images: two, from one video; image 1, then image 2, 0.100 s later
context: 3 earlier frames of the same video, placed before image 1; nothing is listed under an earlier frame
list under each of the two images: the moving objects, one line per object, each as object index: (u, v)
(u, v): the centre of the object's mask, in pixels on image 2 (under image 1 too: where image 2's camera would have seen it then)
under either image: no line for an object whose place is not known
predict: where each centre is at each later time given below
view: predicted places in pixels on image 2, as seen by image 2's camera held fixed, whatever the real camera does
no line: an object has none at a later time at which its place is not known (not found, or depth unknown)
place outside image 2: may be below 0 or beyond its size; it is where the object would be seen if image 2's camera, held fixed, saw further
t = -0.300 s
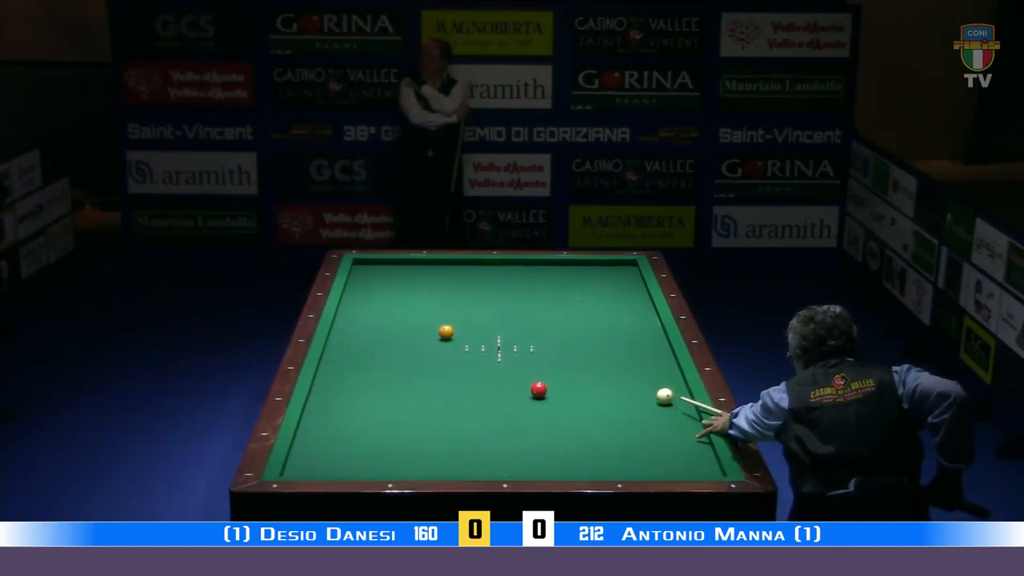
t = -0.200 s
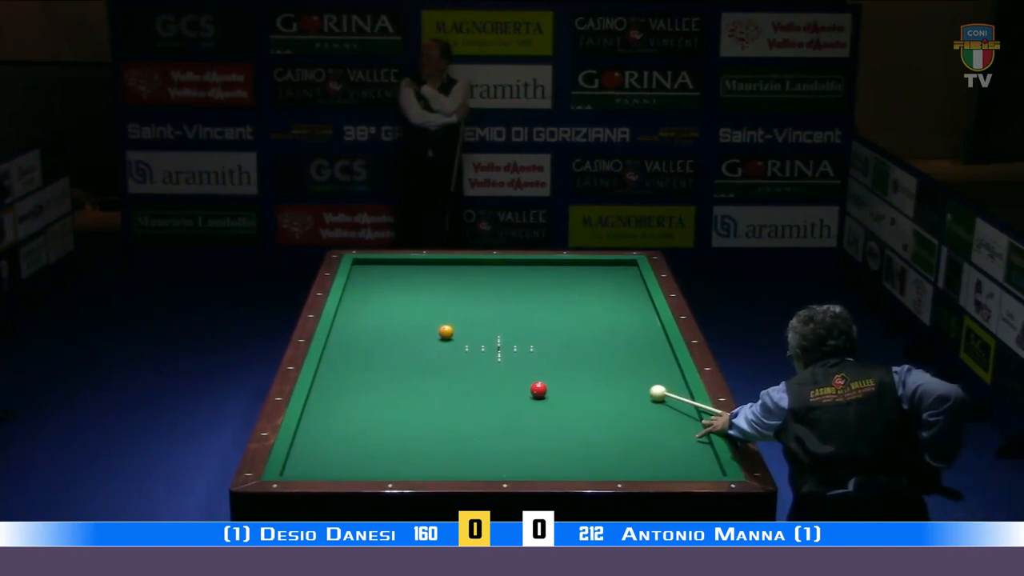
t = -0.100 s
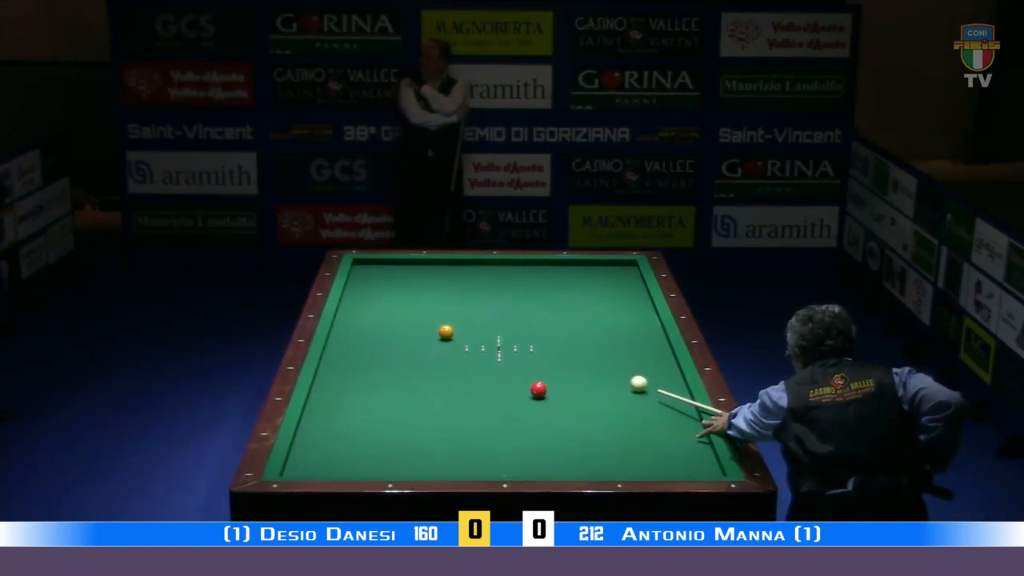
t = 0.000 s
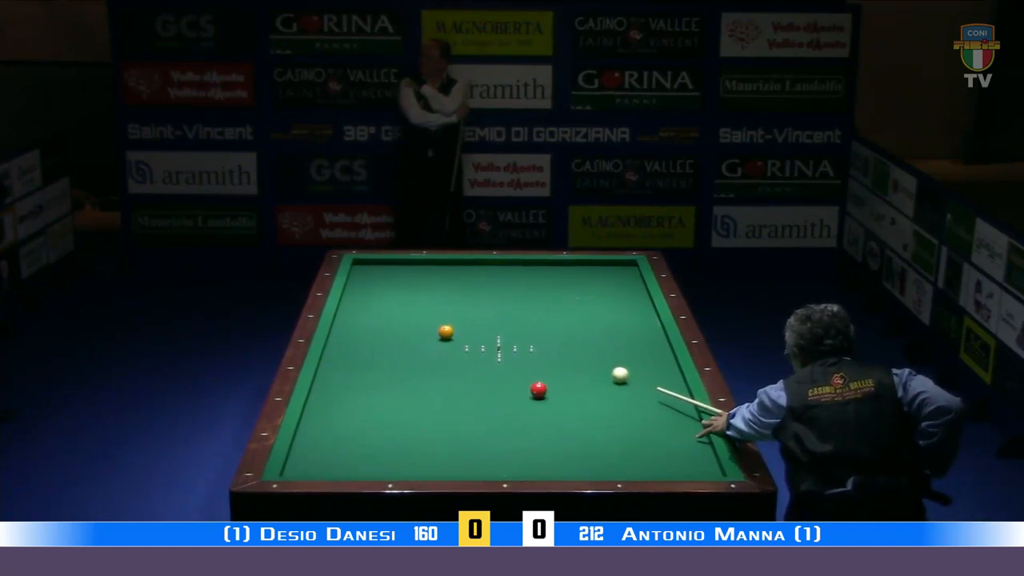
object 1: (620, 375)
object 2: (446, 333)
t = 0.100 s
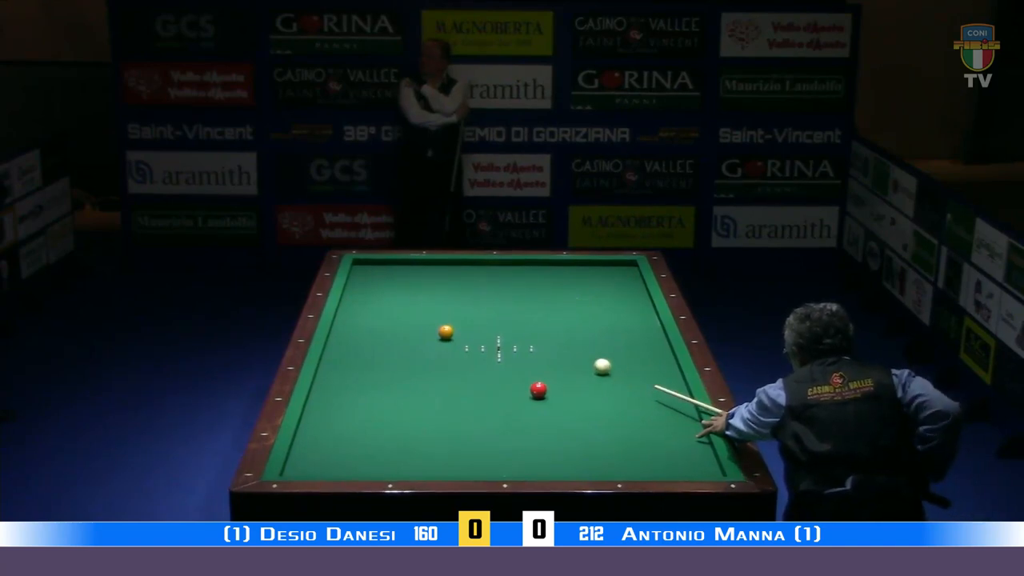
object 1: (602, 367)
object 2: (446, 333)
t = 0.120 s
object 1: (599, 365)
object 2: (446, 333)
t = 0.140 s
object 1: (595, 363)
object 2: (446, 333)
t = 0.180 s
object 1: (588, 360)
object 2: (446, 333)
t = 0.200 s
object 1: (585, 358)
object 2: (446, 333)
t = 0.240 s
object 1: (578, 355)
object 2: (446, 333)
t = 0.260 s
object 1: (575, 353)
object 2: (446, 333)
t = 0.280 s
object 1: (571, 352)
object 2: (446, 332)
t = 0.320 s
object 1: (565, 349)
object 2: (446, 333)
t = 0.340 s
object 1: (562, 347)
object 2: (446, 333)
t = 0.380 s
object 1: (555, 344)
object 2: (446, 332)
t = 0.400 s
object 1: (552, 343)
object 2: (446, 333)
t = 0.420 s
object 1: (549, 341)
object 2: (446, 333)
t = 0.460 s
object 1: (543, 338)
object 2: (446, 333)
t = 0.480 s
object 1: (540, 336)
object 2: (446, 332)
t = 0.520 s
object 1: (534, 334)
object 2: (446, 333)
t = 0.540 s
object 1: (531, 332)
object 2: (446, 332)
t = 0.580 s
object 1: (525, 329)
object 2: (446, 332)
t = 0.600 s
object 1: (522, 328)
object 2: (446, 333)
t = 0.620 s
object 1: (519, 327)
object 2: (446, 333)
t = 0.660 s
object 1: (513, 324)
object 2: (446, 333)
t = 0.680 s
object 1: (511, 323)
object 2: (446, 333)
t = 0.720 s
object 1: (505, 320)
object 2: (446, 333)
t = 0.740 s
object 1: (502, 319)
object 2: (446, 333)
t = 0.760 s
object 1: (499, 317)
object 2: (446, 333)
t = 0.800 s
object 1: (494, 315)
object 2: (446, 333)
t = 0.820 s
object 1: (491, 313)
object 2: (446, 333)
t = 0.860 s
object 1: (486, 311)
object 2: (446, 333)
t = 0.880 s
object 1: (484, 309)
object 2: (446, 333)
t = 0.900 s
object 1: (481, 308)
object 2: (446, 333)
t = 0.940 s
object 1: (475, 306)
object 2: (446, 333)
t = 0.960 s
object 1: (473, 304)
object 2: (446, 333)
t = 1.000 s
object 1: (468, 302)
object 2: (446, 333)
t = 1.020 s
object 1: (465, 301)
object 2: (446, 333)
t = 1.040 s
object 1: (463, 299)
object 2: (446, 333)
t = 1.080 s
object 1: (458, 297)
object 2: (446, 333)
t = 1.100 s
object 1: (456, 296)
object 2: (446, 333)
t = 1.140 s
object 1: (451, 294)
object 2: (446, 333)
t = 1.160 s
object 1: (448, 292)
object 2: (446, 333)
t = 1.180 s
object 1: (446, 291)
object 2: (446, 333)
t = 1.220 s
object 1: (441, 289)
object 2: (446, 333)
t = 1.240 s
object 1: (438, 288)
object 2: (446, 333)
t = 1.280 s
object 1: (434, 286)
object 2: (446, 333)
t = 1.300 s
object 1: (431, 285)
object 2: (446, 333)
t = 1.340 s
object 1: (427, 282)
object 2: (446, 333)
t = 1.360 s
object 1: (424, 281)
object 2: (446, 333)
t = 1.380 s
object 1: (422, 280)
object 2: (446, 333)
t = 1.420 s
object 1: (418, 278)
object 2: (446, 333)
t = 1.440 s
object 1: (415, 277)
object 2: (446, 332)
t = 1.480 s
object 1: (411, 275)
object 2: (446, 333)
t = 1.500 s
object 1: (409, 274)
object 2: (446, 333)
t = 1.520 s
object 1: (407, 273)
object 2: (446, 333)
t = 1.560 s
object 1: (402, 271)
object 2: (446, 333)
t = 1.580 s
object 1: (400, 269)
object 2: (446, 332)
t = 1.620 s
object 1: (396, 268)
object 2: (446, 333)
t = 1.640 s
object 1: (394, 266)
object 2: (446, 332)
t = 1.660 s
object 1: (392, 266)
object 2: (446, 333)
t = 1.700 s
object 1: (388, 263)
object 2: (446, 333)
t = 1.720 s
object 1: (386, 263)
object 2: (446, 333)
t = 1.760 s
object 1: (382, 261)
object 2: (446, 333)
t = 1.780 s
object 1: (380, 262)
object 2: (446, 332)
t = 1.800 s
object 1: (379, 262)
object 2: (446, 333)
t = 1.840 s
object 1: (375, 264)
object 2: (446, 332)
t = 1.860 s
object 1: (373, 264)
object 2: (446, 333)
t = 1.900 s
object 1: (370, 266)
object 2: (446, 333)
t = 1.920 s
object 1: (368, 267)
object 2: (446, 333)
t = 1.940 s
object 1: (366, 267)
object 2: (446, 332)
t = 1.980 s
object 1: (363, 268)
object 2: (446, 333)
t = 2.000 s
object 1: (361, 268)
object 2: (446, 332)
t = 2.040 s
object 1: (357, 270)
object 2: (446, 332)
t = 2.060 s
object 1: (356, 270)
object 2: (446, 333)
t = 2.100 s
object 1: (356, 271)
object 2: (446, 332)
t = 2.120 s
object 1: (357, 272)
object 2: (446, 333)
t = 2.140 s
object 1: (358, 272)
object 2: (446, 332)
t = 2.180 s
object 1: (359, 273)
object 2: (446, 333)
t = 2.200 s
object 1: (360, 273)
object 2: (446, 333)
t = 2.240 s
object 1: (362, 275)
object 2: (446, 332)
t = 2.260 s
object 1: (362, 275)
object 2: (446, 332)
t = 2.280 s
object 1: (363, 276)
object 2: (446, 333)
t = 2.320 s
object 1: (365, 277)
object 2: (446, 333)
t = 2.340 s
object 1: (365, 277)
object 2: (446, 332)
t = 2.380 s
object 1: (367, 278)
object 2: (446, 333)
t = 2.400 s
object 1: (368, 279)
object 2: (446, 332)
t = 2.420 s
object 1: (368, 279)
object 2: (446, 333)
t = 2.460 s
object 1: (370, 280)
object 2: (446, 332)
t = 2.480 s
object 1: (371, 281)
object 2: (446, 333)
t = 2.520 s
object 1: (373, 282)
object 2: (446, 333)
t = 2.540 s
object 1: (373, 282)
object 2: (446, 333)
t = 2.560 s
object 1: (374, 283)
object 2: (446, 333)
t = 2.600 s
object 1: (376, 284)
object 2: (446, 333)
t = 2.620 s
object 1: (377, 284)
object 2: (446, 333)
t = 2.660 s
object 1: (378, 285)
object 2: (446, 332)
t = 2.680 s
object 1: (379, 286)
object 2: (446, 333)
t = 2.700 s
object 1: (380, 286)
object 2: (446, 332)
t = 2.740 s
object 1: (381, 287)
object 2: (446, 333)
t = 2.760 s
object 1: (382, 288)
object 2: (446, 333)
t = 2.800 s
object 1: (384, 289)
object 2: (446, 332)
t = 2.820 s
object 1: (385, 289)
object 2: (446, 333)
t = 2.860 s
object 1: (386, 290)
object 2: (446, 332)
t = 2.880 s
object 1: (387, 291)
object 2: (446, 332)
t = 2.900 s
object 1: (388, 291)
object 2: (446, 332)
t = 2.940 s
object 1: (389, 292)
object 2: (446, 332)
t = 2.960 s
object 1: (390, 293)
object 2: (446, 332)
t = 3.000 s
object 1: (392, 294)
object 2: (446, 332)
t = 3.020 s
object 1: (392, 294)
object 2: (446, 333)
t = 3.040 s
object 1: (393, 295)
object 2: (446, 332)
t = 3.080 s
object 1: (395, 296)
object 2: (446, 332)
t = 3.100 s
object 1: (396, 296)
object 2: (446, 332)
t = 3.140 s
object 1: (397, 297)
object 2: (446, 332)
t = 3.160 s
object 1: (398, 298)
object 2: (446, 332)
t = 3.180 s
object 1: (399, 299)
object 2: (446, 332)
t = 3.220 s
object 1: (400, 300)
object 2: (446, 333)
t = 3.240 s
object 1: (401, 300)
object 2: (446, 332)
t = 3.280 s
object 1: (403, 301)
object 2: (446, 333)
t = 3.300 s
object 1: (404, 301)
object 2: (446, 332)
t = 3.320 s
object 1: (404, 302)
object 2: (446, 333)
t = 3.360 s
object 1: (406, 303)
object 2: (446, 333)
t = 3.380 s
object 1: (407, 304)
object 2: (446, 333)
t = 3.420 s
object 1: (408, 305)
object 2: (446, 333)
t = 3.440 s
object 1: (409, 305)
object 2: (446, 333)
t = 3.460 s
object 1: (410, 306)
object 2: (446, 333)
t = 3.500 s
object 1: (412, 306)
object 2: (446, 333)
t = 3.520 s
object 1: (412, 307)
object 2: (446, 333)
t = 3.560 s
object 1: (414, 308)
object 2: (446, 332)
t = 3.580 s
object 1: (415, 309)
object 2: (446, 333)
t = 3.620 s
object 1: (416, 309)
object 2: (446, 333)
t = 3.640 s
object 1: (417, 310)
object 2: (446, 333)
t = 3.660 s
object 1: (418, 311)
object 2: (446, 332)
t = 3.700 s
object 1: (420, 312)
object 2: (446, 333)
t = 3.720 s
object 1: (421, 312)
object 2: (446, 333)
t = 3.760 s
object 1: (422, 313)
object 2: (446, 332)
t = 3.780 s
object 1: (423, 314)
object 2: (446, 333)
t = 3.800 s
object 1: (424, 314)
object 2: (446, 333)
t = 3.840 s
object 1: (425, 315)
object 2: (446, 333)
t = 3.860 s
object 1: (426, 316)
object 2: (446, 333)
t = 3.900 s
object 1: (428, 317)
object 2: (446, 333)
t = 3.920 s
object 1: (429, 317)
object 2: (446, 333)
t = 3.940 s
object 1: (429, 318)
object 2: (446, 333)
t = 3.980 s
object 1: (431, 319)
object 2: (446, 333)
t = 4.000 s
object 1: (432, 319)
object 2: (446, 333)
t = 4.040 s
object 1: (433, 320)
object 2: (446, 333)
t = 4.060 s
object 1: (434, 321)
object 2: (446, 333)
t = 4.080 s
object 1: (435, 321)
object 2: (446, 333)
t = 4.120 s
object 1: (436, 322)
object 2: (446, 333)
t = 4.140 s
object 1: (437, 322)
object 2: (446, 333)
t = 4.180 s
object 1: (438, 323)
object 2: (446, 333)
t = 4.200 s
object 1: (439, 323)
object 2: (446, 333)
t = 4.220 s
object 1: (439, 323)
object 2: (446, 333)
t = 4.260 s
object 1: (441, 323)
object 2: (446, 333)
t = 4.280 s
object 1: (442, 323)
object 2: (446, 333)
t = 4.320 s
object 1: (443, 324)
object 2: (446, 333)
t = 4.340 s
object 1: (444, 324)
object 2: (446, 333)
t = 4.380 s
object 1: (447, 324)
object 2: (446, 333)
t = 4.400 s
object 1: (449, 324)
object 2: (446, 334)
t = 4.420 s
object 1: (450, 324)
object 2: (446, 334)
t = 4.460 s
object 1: (452, 325)
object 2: (445, 334)
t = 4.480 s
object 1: (453, 325)
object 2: (445, 334)
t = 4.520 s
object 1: (455, 326)
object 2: (445, 335)
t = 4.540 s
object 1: (456, 327)
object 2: (445, 336)
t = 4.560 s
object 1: (457, 327)
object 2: (445, 336)
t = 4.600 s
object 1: (458, 328)
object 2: (444, 337)
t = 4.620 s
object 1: (458, 328)
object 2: (444, 337)
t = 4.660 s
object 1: (461, 328)
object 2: (444, 337)
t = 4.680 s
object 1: (461, 329)
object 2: (443, 338)
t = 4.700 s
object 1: (463, 329)
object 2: (443, 338)
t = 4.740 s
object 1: (464, 329)
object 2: (443, 338)
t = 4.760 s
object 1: (465, 329)
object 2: (443, 339)
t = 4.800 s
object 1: (467, 329)
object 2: (443, 339)
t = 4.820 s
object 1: (467, 329)
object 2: (442, 339)
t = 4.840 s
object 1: (468, 330)
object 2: (442, 340)
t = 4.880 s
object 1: (470, 330)
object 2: (442, 340)
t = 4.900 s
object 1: (471, 330)
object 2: (442, 341)
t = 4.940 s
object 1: (472, 331)
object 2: (441, 341)
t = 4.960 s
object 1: (474, 330)
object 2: (441, 341)
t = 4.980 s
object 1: (474, 330)
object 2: (441, 341)
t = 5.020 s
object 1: (476, 331)
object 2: (441, 342)
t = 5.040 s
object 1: (477, 331)
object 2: (441, 342)
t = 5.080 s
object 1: (478, 331)
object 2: (441, 343)
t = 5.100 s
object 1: (479, 331)
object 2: (440, 343)
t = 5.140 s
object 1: (481, 331)
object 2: (440, 344)
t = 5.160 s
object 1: (482, 331)
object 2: (440, 344)
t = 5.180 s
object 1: (483, 331)
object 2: (440, 344)
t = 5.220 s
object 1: (484, 332)
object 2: (440, 344)
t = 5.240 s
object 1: (485, 332)
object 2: (439, 345)
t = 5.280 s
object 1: (487, 331)
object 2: (439, 345)
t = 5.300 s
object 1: (487, 332)
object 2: (439, 346)
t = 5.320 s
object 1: (488, 332)
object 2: (439, 346)
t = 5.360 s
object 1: (489, 332)
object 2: (439, 346)
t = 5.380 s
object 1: (490, 332)
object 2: (439, 346)
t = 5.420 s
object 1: (492, 332)
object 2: (439, 347)
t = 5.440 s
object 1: (492, 332)
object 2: (438, 347)
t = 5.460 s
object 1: (493, 332)
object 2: (438, 347)
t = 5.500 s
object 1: (494, 332)
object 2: (438, 348)
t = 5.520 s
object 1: (495, 332)
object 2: (438, 348)
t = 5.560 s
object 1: (497, 332)
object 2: (438, 349)
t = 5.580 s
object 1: (498, 332)
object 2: (438, 349)
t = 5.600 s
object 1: (498, 332)
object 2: (437, 349)
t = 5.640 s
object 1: (500, 333)
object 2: (437, 349)
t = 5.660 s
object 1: (501, 333)
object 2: (437, 350)
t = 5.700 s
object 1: (503, 333)
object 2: (437, 350)
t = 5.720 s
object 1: (503, 333)
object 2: (437, 350)
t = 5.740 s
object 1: (504, 333)
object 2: (436, 350)
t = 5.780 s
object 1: (505, 333)
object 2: (436, 351)
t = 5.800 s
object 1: (506, 333)
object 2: (436, 351)
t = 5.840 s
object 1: (507, 333)
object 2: (436, 351)
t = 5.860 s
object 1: (508, 334)
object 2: (436, 352)
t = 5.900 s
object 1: (509, 334)
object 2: (436, 352)
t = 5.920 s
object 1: (510, 334)
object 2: (435, 353)
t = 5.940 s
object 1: (510, 334)
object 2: (435, 353)
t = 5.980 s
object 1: (512, 334)
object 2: (435, 353)
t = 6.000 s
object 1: (513, 334)
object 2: (435, 353)
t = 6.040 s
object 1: (514, 334)
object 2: (435, 353)
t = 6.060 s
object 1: (515, 334)
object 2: (435, 354)
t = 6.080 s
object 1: (515, 334)
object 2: (435, 354)
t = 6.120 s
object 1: (516, 335)
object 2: (435, 354)
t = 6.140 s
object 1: (517, 335)
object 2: (435, 355)
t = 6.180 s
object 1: (518, 335)
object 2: (434, 355)
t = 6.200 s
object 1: (519, 335)
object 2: (434, 355)
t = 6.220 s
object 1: (520, 335)
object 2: (434, 355)
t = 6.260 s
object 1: (521, 335)
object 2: (434, 356)
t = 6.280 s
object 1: (521, 335)
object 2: (434, 356)
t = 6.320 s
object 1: (523, 335)
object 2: (434, 356)
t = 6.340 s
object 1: (523, 335)
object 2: (434, 356)
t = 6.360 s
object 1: (524, 335)
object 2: (434, 357)
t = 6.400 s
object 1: (525, 335)
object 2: (434, 357)
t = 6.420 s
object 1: (526, 335)
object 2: (434, 357)
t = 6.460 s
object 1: (527, 335)
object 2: (434, 358)
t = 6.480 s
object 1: (528, 335)
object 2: (434, 358)
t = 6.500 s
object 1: (528, 336)
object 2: (433, 358)
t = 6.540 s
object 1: (529, 336)
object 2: (433, 358)
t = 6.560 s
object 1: (530, 336)
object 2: (433, 358)
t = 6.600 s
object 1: (531, 336)
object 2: (433, 359)
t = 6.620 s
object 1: (532, 336)
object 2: (433, 359)
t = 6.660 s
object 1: (533, 336)
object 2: (433, 360)
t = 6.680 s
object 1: (534, 336)
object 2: (433, 360)
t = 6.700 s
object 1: (534, 336)
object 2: (433, 360)
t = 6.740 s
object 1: (535, 336)
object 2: (433, 360)
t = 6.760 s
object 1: (535, 336)
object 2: (433, 360)
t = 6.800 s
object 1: (536, 336)
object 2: (433, 361)
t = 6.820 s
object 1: (537, 336)
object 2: (433, 361)
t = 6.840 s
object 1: (538, 336)
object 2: (433, 361)
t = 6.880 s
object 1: (539, 336)
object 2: (433, 361)
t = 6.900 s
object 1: (539, 336)
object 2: (433, 361)
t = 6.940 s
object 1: (540, 336)
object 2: (433, 362)
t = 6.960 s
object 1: (540, 337)
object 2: (433, 362)
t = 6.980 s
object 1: (541, 337)
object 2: (433, 362)
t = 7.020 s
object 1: (542, 337)
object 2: (433, 362)
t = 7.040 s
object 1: (543, 337)
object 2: (433, 362)
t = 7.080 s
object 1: (544, 337)
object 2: (433, 362)
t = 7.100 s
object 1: (544, 337)
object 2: (433, 363)
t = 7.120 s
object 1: (545, 337)
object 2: (433, 363)
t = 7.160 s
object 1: (545, 337)
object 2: (433, 363)
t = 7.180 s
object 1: (546, 337)
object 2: (433, 363)
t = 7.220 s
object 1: (547, 337)
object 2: (433, 364)
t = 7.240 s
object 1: (547, 337)
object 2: (433, 363)
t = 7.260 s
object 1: (547, 337)
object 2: (433, 364)
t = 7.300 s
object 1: (549, 337)
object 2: (433, 364)
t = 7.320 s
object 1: (549, 337)
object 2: (433, 364)
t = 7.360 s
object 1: (550, 337)
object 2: (433, 364)
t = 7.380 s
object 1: (550, 337)
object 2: (433, 365)
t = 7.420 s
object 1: (551, 337)
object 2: (433, 365)
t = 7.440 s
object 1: (552, 337)
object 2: (433, 365)
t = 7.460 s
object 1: (552, 337)
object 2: (433, 365)
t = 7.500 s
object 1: (553, 337)
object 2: (433, 365)
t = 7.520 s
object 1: (553, 338)
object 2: (433, 365)
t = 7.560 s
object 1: (554, 338)
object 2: (433, 366)
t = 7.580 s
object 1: (554, 338)
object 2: (433, 366)
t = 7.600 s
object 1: (555, 338)
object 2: (433, 366)
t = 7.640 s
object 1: (555, 338)
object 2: (433, 366)
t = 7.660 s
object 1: (556, 338)
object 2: (433, 366)
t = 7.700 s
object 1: (556, 338)
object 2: (433, 366)
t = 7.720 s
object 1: (557, 338)
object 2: (433, 366)
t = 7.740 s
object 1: (557, 338)
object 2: (433, 367)
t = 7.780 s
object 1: (558, 338)
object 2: (433, 367)
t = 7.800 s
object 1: (558, 338)
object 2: (433, 367)
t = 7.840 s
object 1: (559, 338)
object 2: (433, 367)
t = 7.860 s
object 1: (559, 338)
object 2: (433, 367)
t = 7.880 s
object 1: (560, 338)
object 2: (433, 367)
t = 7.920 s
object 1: (560, 338)
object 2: (433, 368)
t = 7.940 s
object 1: (560, 338)
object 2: (433, 368)
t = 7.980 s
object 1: (561, 338)
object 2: (434, 368)
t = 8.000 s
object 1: (561, 338)
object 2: (433, 368)
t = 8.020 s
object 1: (562, 338)
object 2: (433, 368)
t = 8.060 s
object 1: (562, 338)
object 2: (434, 368)
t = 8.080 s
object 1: (563, 338)
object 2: (434, 368)
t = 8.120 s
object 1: (563, 338)
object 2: (434, 368)
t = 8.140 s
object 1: (563, 338)
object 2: (434, 368)
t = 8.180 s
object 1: (564, 338)
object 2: (434, 368)
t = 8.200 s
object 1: (564, 338)
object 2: (434, 369)
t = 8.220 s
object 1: (564, 339)
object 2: (434, 369)
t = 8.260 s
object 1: (565, 339)
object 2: (434, 369)
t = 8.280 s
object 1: (565, 339)
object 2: (434, 369)
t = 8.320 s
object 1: (566, 339)
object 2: (434, 369)
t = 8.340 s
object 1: (566, 339)
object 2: (434, 369)
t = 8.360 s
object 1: (566, 339)
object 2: (434, 369)
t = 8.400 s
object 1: (567, 339)
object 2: (434, 369)
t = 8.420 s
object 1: (567, 339)
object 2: (434, 369)
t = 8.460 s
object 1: (567, 339)
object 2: (434, 369)
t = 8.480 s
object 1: (568, 339)
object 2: (434, 369)
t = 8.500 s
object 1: (568, 339)
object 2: (434, 369)
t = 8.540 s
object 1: (568, 339)
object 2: (434, 369)
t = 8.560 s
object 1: (568, 339)
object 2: (434, 369)
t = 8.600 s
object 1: (569, 339)
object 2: (434, 370)
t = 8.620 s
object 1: (569, 339)
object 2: (434, 370)
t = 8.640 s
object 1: (569, 339)
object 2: (434, 370)
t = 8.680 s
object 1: (569, 339)
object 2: (434, 370)
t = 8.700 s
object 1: (570, 339)
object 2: (434, 370)
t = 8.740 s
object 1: (570, 339)
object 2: (434, 370)
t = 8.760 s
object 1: (570, 339)
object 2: (434, 370)
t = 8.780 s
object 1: (570, 339)
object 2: (434, 370)
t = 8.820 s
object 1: (571, 339)
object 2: (434, 370)
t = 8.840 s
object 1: (571, 339)
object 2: (434, 370)
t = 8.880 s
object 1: (571, 339)
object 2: (434, 370)
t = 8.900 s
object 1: (571, 339)
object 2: (434, 370)
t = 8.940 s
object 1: (571, 339)
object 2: (434, 370)
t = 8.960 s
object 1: (572, 339)
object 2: (434, 370)
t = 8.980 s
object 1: (572, 339)
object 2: (434, 370)
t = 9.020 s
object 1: (572, 339)
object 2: (434, 370)
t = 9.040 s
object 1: (572, 339)
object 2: (434, 370)
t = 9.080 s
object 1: (572, 339)
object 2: (434, 370)
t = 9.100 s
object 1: (572, 339)
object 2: (434, 370)
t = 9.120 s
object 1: (573, 339)
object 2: (434, 370)
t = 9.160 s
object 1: (573, 339)
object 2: (434, 370)
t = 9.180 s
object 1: (573, 339)
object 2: (434, 370)
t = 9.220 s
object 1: (573, 339)
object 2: (434, 370)
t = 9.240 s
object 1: (573, 339)
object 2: (434, 370)
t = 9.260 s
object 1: (573, 339)
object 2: (434, 370)
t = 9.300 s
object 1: (574, 339)
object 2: (434, 370)
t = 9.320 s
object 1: (574, 339)
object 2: (434, 370)
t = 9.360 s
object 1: (574, 339)
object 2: (434, 370)
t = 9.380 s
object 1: (574, 339)
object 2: (434, 370)
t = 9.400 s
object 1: (574, 339)
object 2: (434, 370)
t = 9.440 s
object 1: (574, 339)
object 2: (434, 370)
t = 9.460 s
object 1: (574, 339)
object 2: (434, 370)
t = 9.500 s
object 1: (574, 339)
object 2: (434, 370)
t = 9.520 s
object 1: (574, 339)
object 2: (434, 370)
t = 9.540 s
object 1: (574, 339)
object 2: (434, 370)
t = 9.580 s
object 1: (574, 339)
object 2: (434, 370)
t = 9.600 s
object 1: (574, 339)
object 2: (434, 370)
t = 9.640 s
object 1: (574, 339)
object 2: (434, 370)
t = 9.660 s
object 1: (574, 339)
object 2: (434, 370)
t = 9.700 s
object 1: (574, 339)
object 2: (434, 370)
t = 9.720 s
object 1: (574, 339)
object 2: (434, 370)
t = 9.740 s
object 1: (574, 339)
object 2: (434, 370)
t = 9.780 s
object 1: (574, 339)
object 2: (434, 370)
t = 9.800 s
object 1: (574, 339)
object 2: (434, 370)
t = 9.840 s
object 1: (574, 339)
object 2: (434, 370)
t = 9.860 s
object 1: (574, 339)
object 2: (434, 370)
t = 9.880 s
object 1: (574, 339)
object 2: (434, 370)
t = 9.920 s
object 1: (574, 339)
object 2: (434, 370)
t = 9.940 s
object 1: (574, 339)
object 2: (434, 370)
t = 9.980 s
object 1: (574, 339)
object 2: (434, 370)
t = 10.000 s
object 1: (574, 339)
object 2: (434, 370)
